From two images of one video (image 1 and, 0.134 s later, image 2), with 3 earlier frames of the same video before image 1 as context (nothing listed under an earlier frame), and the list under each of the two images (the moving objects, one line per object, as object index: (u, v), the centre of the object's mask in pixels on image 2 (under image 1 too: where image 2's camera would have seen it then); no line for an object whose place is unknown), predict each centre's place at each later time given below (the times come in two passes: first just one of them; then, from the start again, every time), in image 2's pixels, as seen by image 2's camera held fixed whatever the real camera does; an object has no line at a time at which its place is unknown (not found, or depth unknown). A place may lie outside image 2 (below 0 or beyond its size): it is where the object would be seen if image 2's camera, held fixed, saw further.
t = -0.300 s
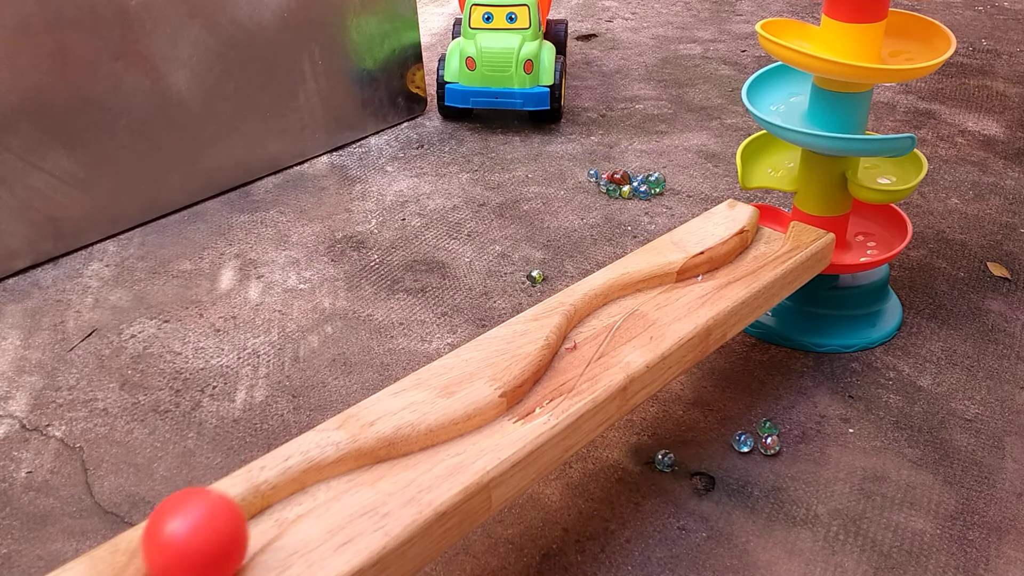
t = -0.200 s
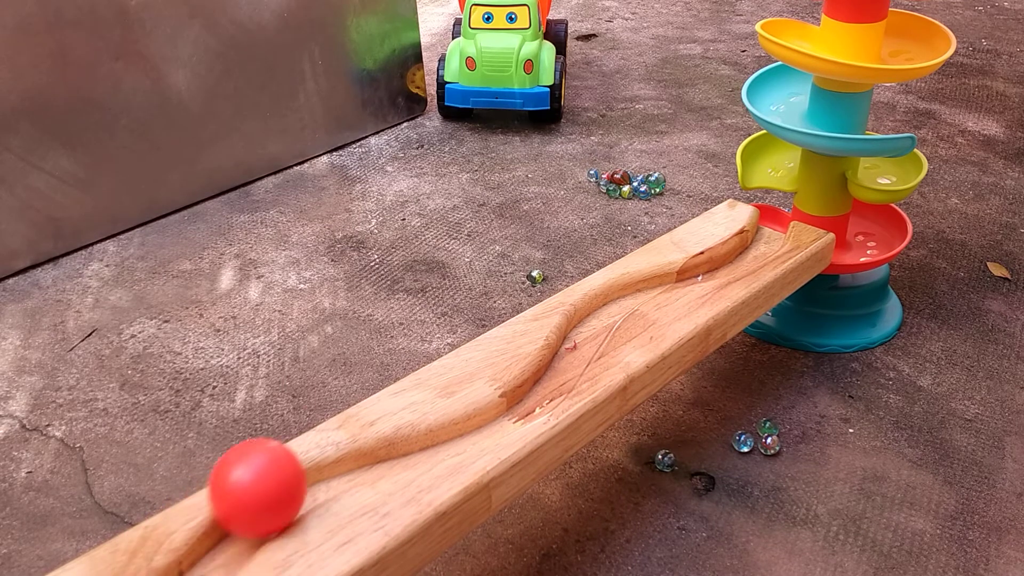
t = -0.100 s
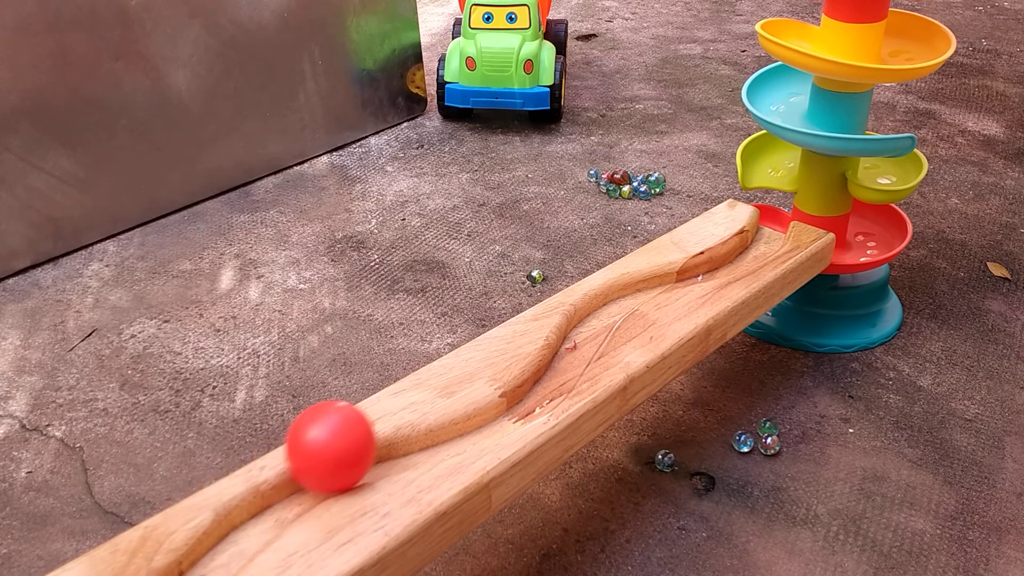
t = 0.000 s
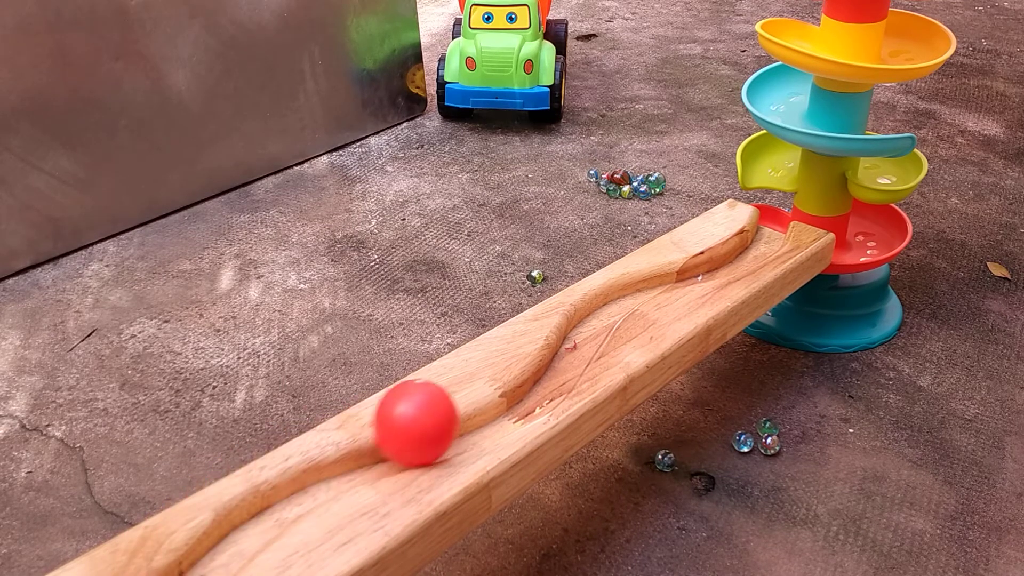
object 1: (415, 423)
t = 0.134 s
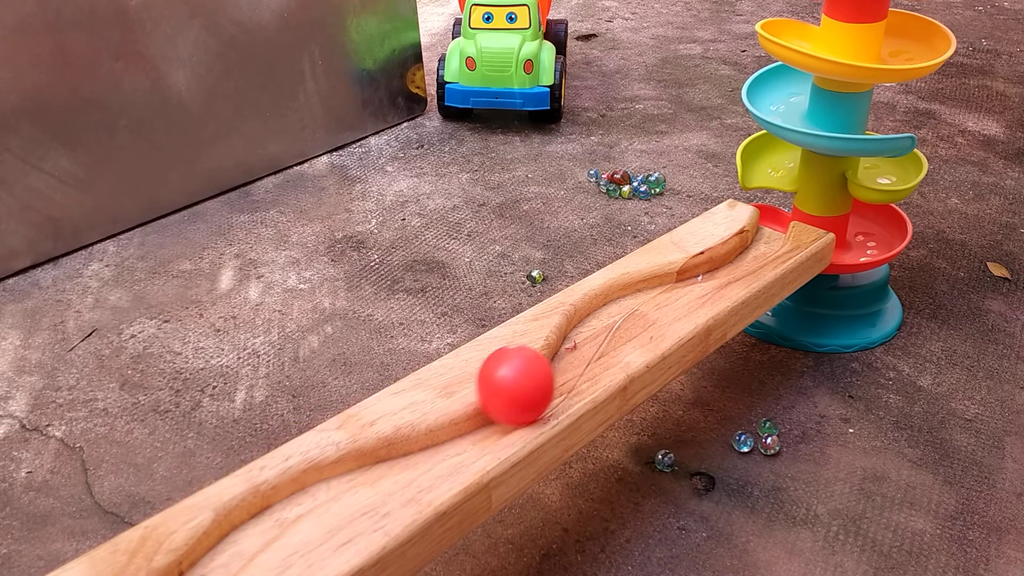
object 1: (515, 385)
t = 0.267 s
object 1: (570, 332)
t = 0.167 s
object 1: (534, 374)
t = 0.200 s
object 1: (549, 360)
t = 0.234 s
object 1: (560, 346)
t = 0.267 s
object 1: (570, 332)
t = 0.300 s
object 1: (578, 319)
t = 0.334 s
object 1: (587, 307)
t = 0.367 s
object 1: (596, 296)
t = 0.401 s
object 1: (607, 286)
